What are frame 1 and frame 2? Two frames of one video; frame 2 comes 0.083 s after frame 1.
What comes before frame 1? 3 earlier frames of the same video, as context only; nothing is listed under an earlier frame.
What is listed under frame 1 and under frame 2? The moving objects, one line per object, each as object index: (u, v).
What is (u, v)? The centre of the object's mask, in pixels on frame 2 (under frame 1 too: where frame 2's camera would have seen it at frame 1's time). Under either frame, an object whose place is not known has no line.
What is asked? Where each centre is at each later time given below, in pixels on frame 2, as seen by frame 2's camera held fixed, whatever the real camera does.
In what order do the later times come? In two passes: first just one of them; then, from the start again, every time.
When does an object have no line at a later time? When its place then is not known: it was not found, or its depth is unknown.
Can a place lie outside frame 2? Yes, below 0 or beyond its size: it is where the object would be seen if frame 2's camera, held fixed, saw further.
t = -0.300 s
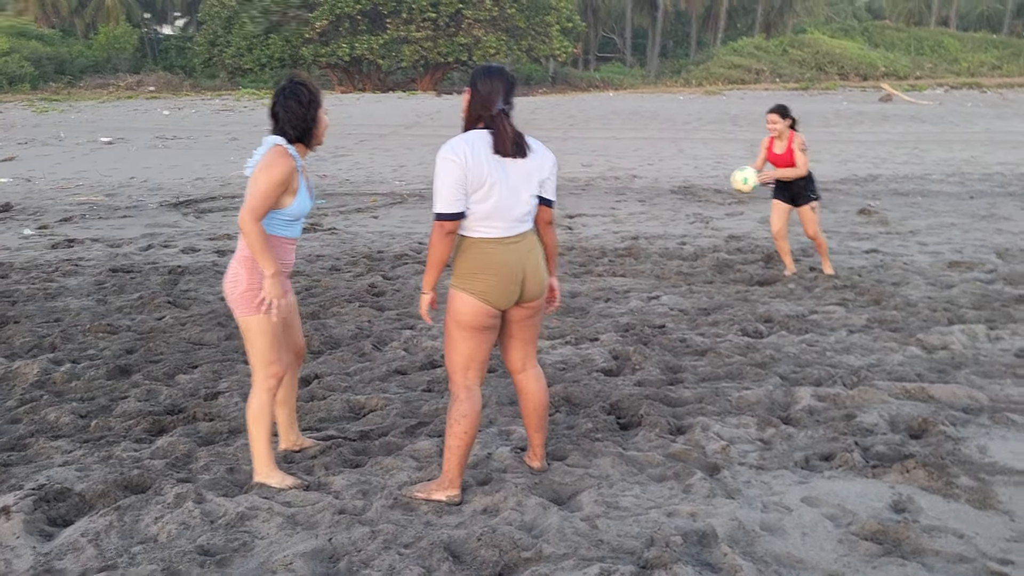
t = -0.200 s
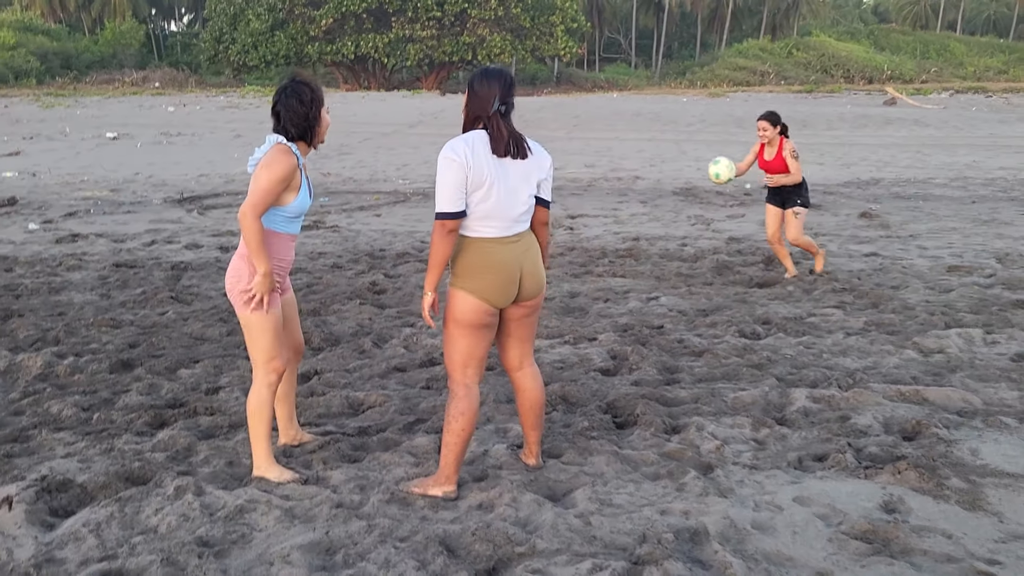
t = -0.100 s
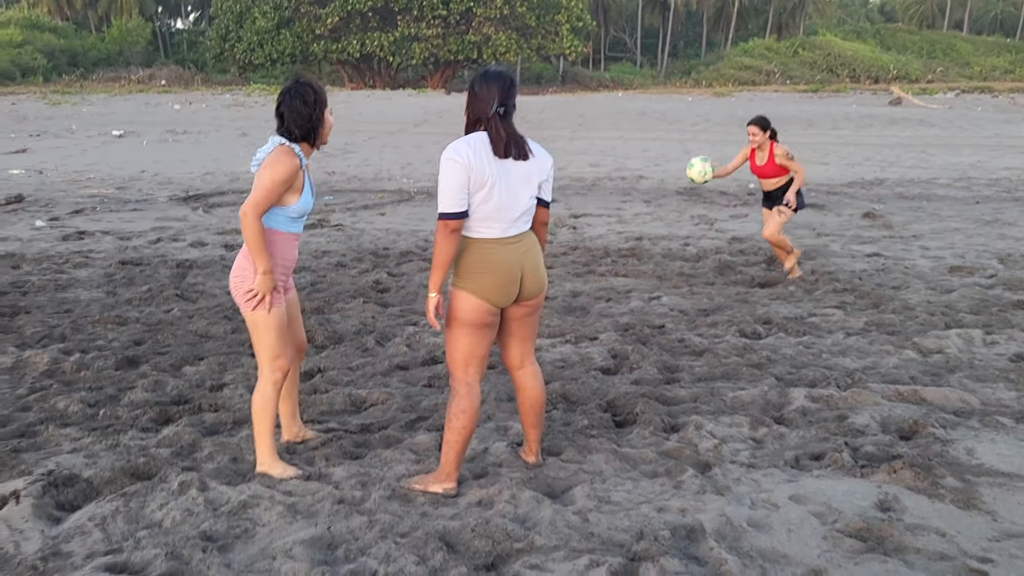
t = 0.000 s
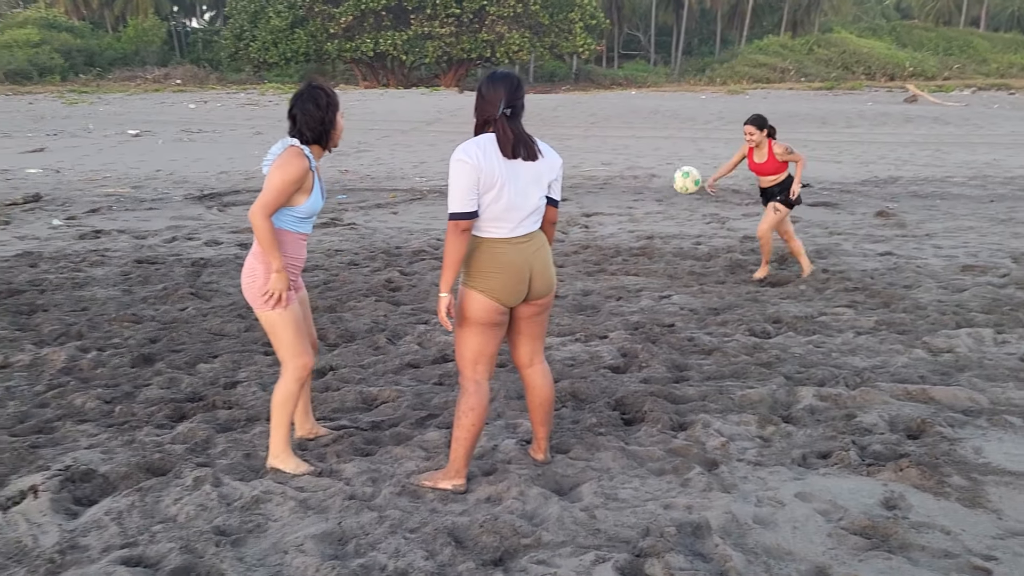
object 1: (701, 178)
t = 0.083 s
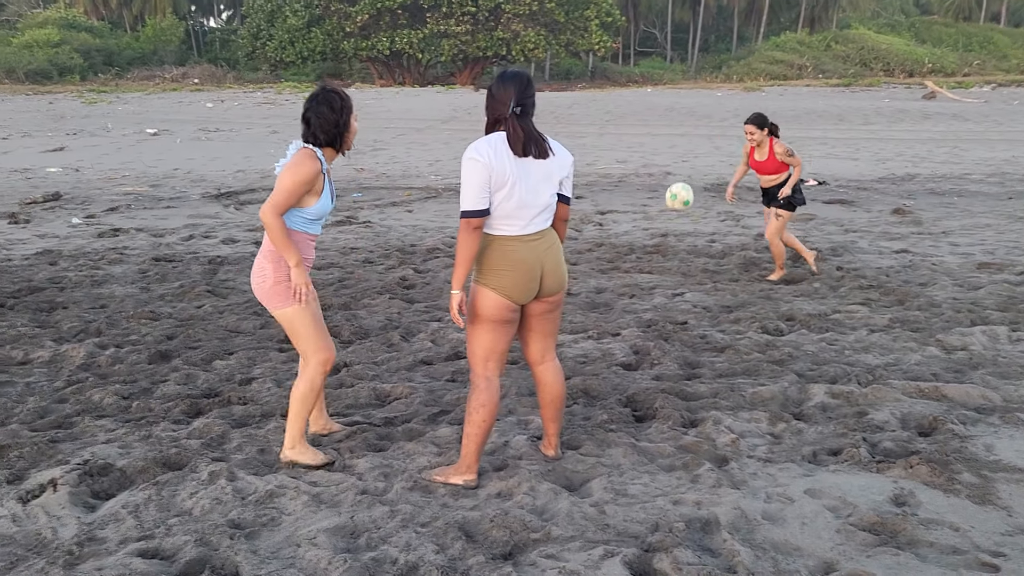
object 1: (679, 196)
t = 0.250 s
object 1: (638, 261)
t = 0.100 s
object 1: (675, 202)
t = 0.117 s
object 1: (671, 207)
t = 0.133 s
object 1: (667, 212)
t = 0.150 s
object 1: (662, 218)
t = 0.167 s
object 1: (658, 224)
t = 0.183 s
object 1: (654, 232)
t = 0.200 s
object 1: (650, 238)
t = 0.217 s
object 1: (646, 245)
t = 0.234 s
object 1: (642, 253)
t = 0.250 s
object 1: (638, 261)
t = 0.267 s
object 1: (633, 269)
